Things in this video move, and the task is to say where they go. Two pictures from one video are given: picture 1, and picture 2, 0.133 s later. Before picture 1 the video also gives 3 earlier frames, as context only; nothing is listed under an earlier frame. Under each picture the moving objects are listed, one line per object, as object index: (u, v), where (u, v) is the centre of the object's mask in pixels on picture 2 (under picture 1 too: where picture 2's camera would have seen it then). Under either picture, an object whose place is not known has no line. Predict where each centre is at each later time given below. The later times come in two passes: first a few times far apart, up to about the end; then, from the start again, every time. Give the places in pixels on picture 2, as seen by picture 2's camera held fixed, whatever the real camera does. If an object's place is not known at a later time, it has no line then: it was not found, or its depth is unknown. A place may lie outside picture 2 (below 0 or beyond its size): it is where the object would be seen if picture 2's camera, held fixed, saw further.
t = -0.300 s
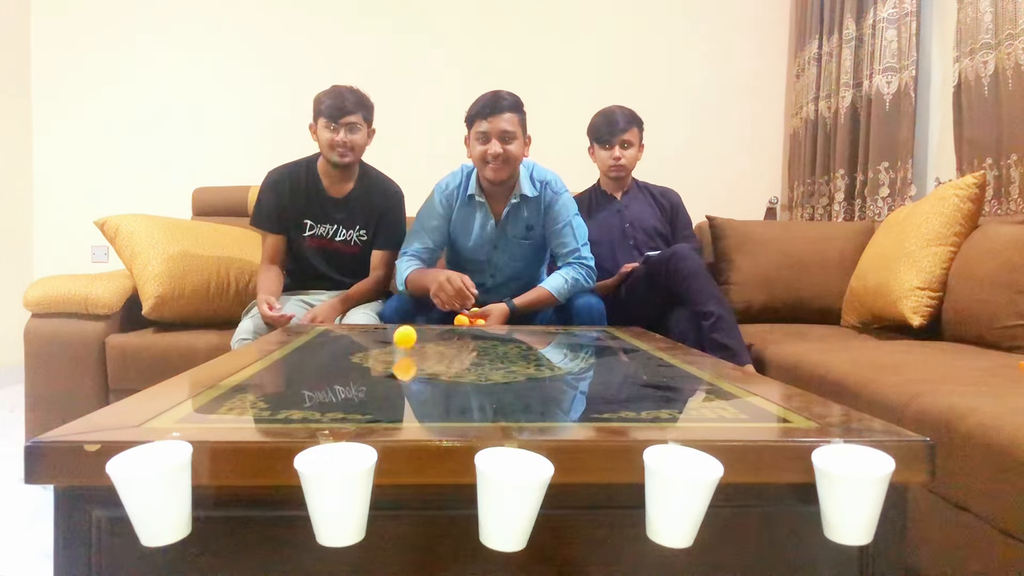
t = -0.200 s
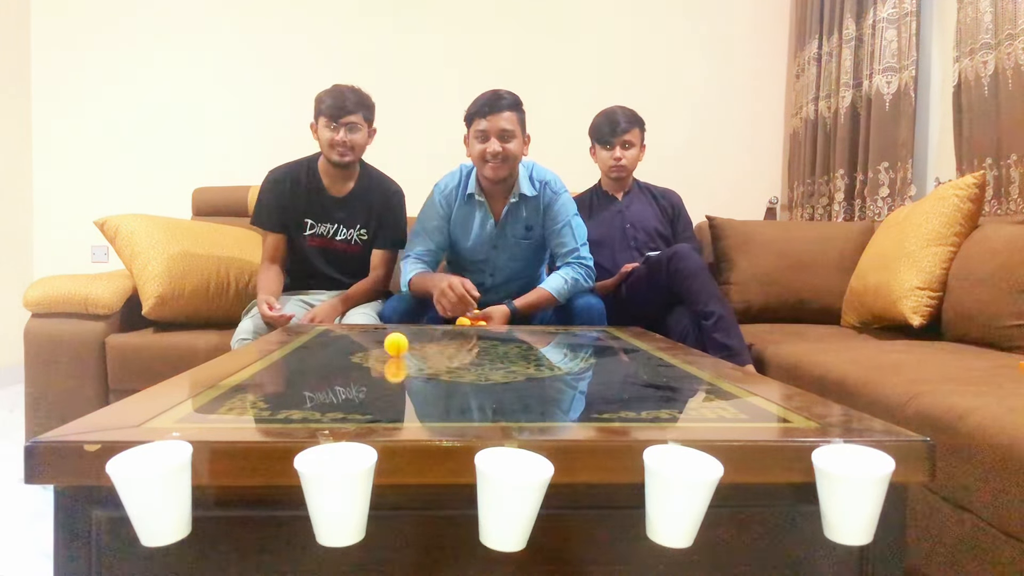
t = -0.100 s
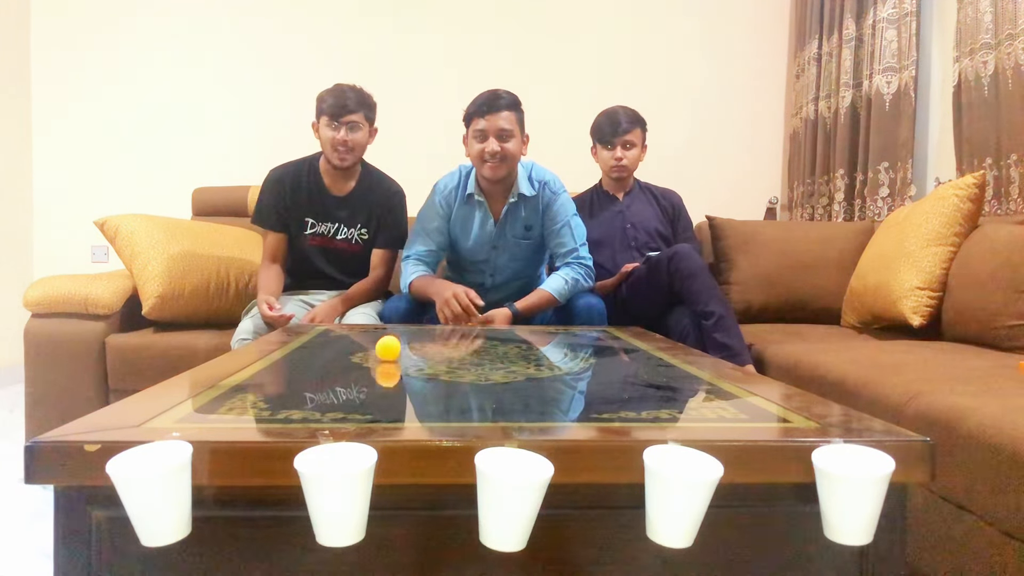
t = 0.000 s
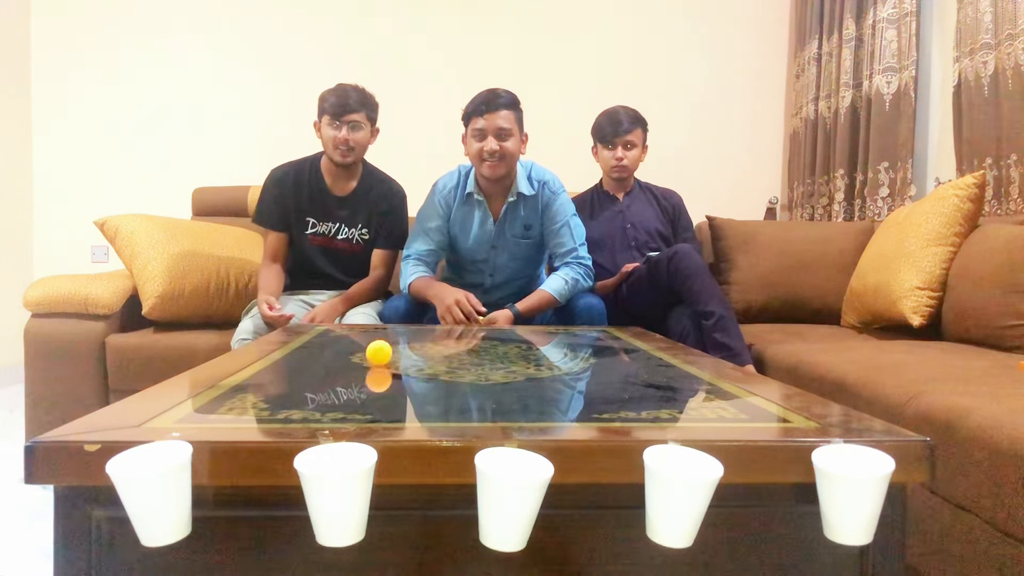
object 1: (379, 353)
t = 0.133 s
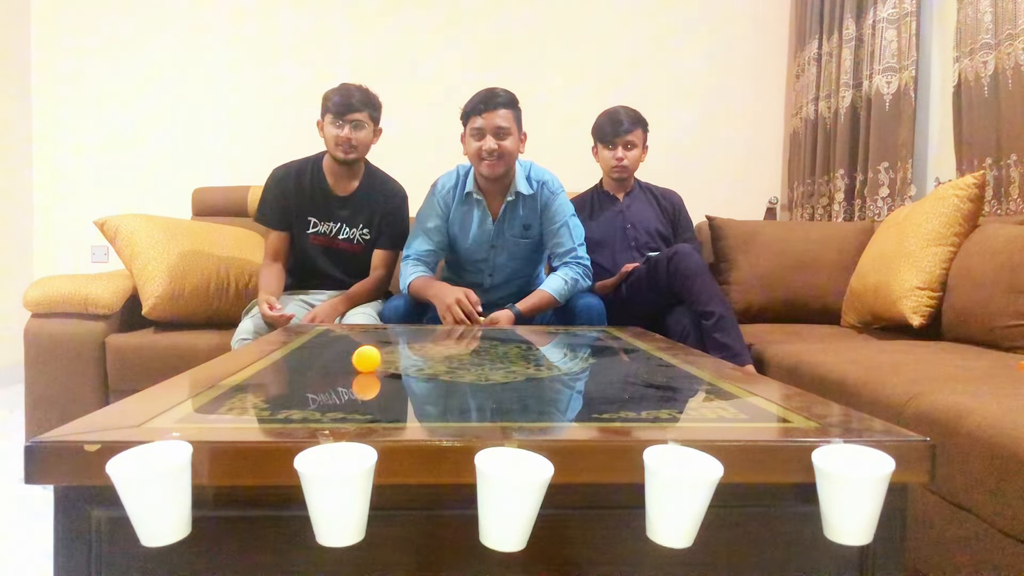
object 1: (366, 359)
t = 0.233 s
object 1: (358, 363)
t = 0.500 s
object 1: (334, 377)
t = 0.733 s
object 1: (311, 389)
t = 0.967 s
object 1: (283, 404)
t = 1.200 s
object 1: (247, 418)
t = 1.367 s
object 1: (216, 550)
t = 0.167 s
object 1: (364, 361)
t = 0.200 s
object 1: (361, 362)
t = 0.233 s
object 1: (358, 363)
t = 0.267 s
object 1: (355, 365)
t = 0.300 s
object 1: (352, 367)
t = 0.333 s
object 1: (348, 368)
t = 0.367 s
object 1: (346, 370)
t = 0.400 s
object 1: (343, 372)
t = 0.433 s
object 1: (340, 373)
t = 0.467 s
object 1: (337, 375)
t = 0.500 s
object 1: (334, 377)
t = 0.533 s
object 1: (330, 378)
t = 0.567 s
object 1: (327, 380)
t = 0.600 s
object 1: (324, 382)
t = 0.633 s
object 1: (322, 384)
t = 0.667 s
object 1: (318, 386)
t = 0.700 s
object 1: (315, 388)
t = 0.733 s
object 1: (311, 389)
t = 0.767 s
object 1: (307, 392)
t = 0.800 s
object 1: (303, 393)
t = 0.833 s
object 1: (300, 396)
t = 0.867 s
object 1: (296, 398)
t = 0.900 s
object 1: (292, 400)
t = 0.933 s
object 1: (288, 402)
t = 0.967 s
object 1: (283, 404)
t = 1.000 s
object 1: (278, 406)
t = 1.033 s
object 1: (273, 407)
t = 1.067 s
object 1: (268, 409)
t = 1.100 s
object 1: (263, 411)
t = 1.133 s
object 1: (259, 414)
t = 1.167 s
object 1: (253, 416)
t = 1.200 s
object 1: (247, 418)
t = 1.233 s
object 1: (241, 424)
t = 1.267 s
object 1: (234, 442)
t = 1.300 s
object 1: (227, 470)
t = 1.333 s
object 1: (221, 511)
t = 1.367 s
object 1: (216, 550)
